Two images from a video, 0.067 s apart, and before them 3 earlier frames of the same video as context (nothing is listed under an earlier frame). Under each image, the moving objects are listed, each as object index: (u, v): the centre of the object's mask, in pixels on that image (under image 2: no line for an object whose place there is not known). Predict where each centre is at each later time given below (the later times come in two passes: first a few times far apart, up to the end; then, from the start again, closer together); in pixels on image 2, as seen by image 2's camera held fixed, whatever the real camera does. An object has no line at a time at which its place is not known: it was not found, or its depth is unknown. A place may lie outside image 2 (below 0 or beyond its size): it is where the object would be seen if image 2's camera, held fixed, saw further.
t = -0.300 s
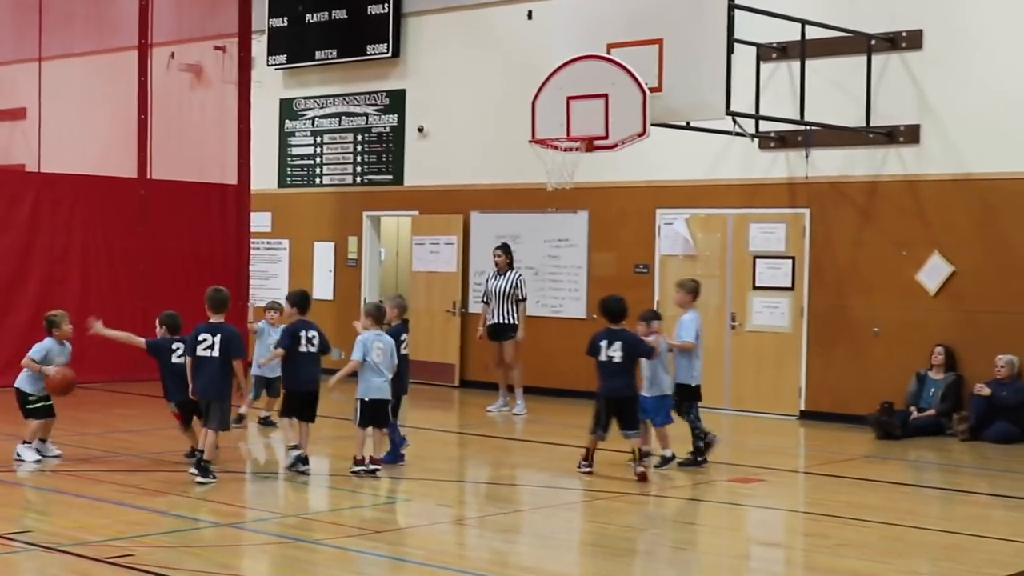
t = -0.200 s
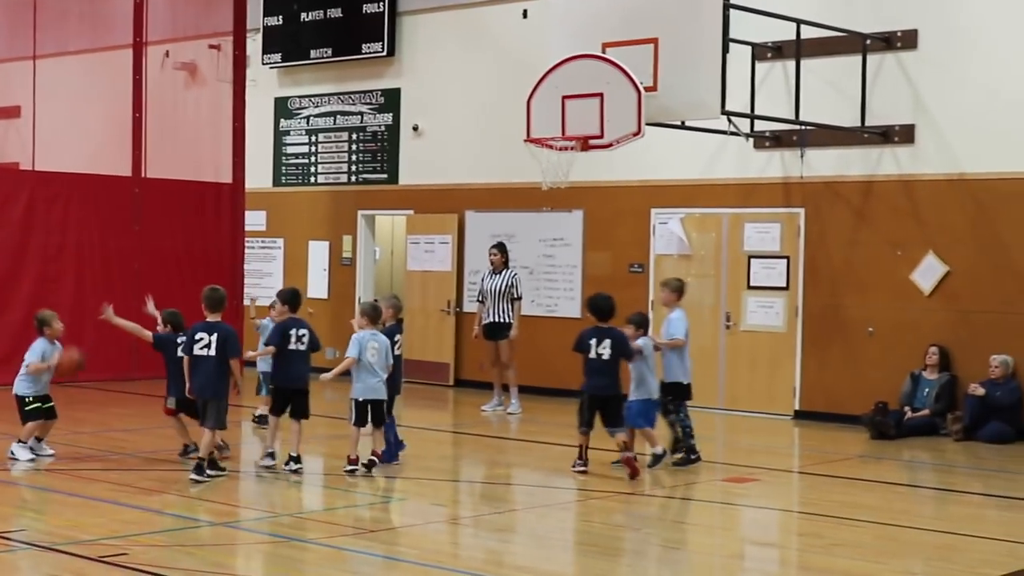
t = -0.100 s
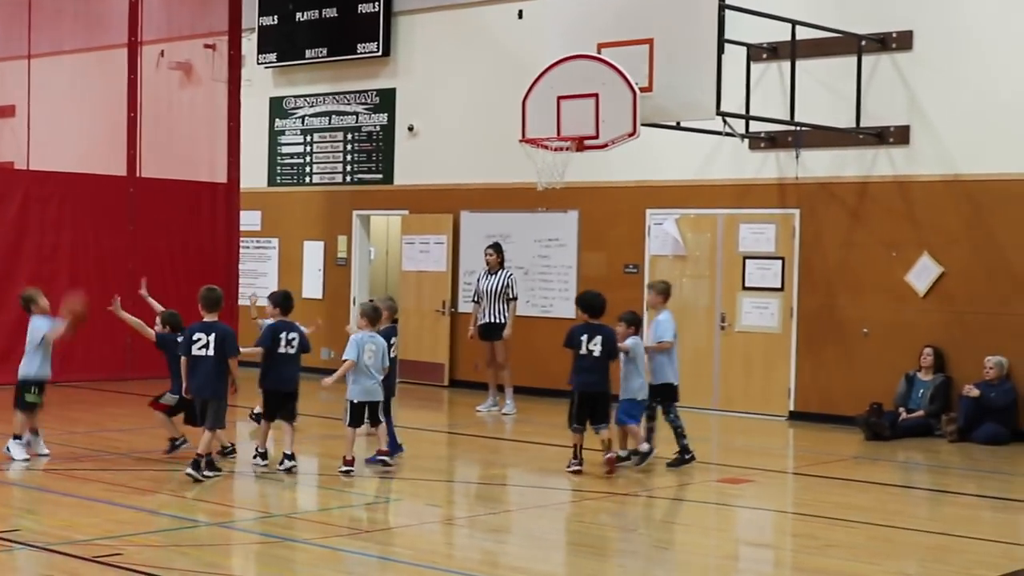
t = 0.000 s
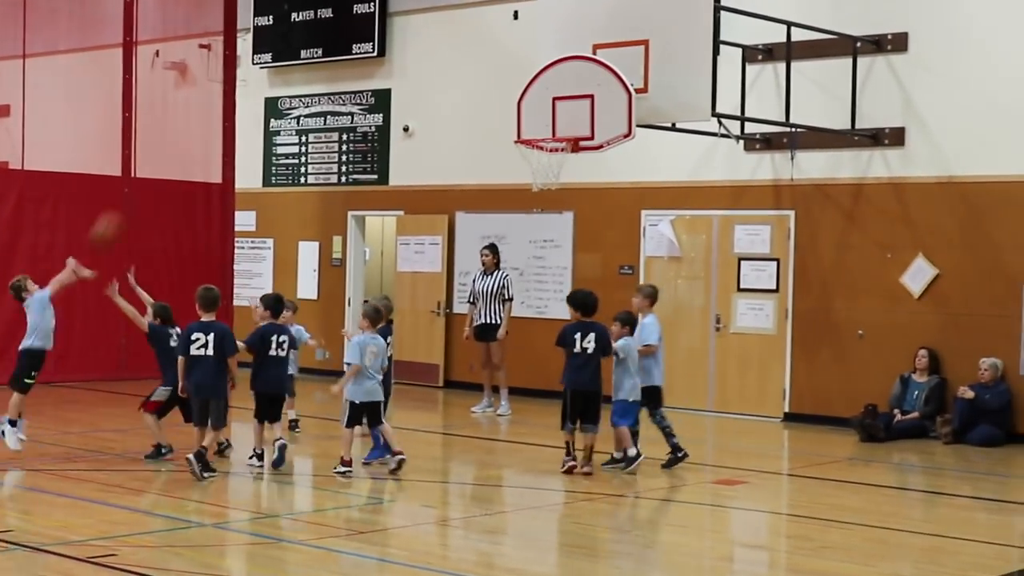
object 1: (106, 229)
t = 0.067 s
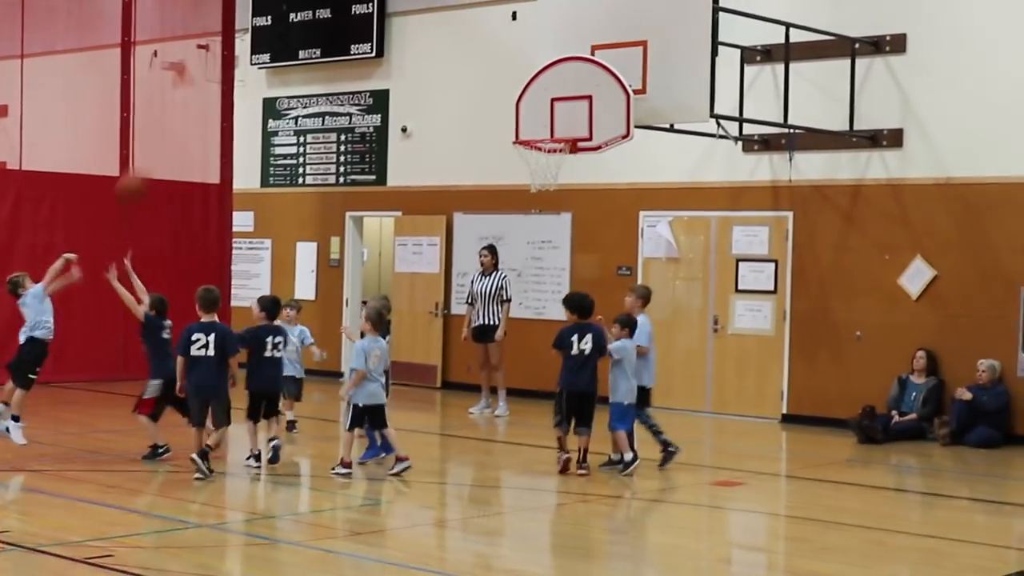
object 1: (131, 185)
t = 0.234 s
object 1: (204, 91)
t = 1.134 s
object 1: (483, 123)
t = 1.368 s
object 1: (428, 149)
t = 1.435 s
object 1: (412, 168)
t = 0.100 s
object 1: (148, 161)
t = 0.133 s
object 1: (161, 142)
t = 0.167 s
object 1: (175, 124)
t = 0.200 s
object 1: (189, 106)
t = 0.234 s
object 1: (204, 91)
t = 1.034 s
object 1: (505, 131)
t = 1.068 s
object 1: (498, 127)
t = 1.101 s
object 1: (490, 125)
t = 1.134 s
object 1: (483, 123)
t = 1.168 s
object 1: (474, 124)
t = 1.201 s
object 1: (466, 125)
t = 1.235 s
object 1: (459, 127)
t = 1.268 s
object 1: (451, 130)
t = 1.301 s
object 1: (443, 135)
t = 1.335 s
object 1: (435, 141)
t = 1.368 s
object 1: (428, 149)
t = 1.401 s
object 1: (420, 158)
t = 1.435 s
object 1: (412, 168)
